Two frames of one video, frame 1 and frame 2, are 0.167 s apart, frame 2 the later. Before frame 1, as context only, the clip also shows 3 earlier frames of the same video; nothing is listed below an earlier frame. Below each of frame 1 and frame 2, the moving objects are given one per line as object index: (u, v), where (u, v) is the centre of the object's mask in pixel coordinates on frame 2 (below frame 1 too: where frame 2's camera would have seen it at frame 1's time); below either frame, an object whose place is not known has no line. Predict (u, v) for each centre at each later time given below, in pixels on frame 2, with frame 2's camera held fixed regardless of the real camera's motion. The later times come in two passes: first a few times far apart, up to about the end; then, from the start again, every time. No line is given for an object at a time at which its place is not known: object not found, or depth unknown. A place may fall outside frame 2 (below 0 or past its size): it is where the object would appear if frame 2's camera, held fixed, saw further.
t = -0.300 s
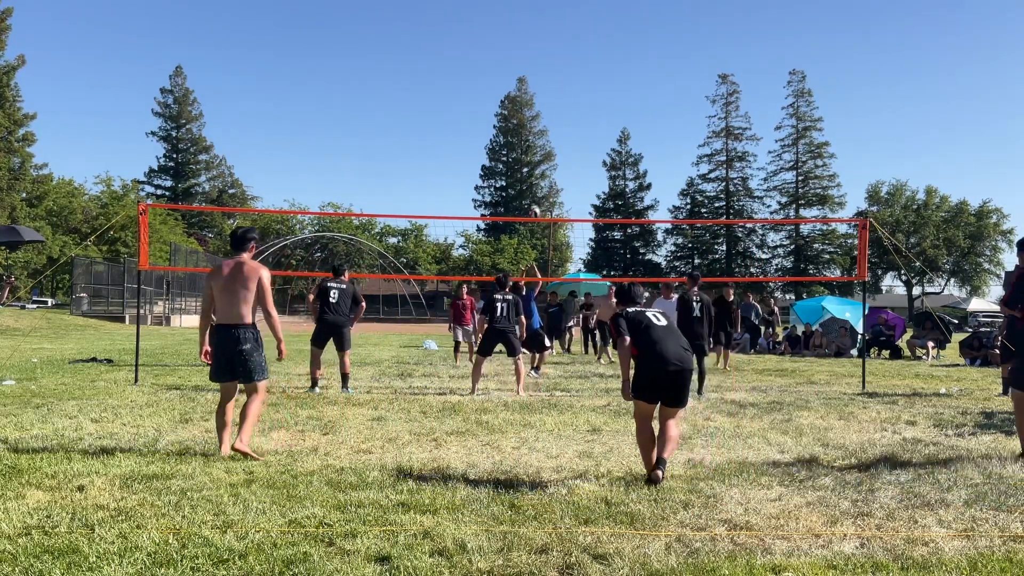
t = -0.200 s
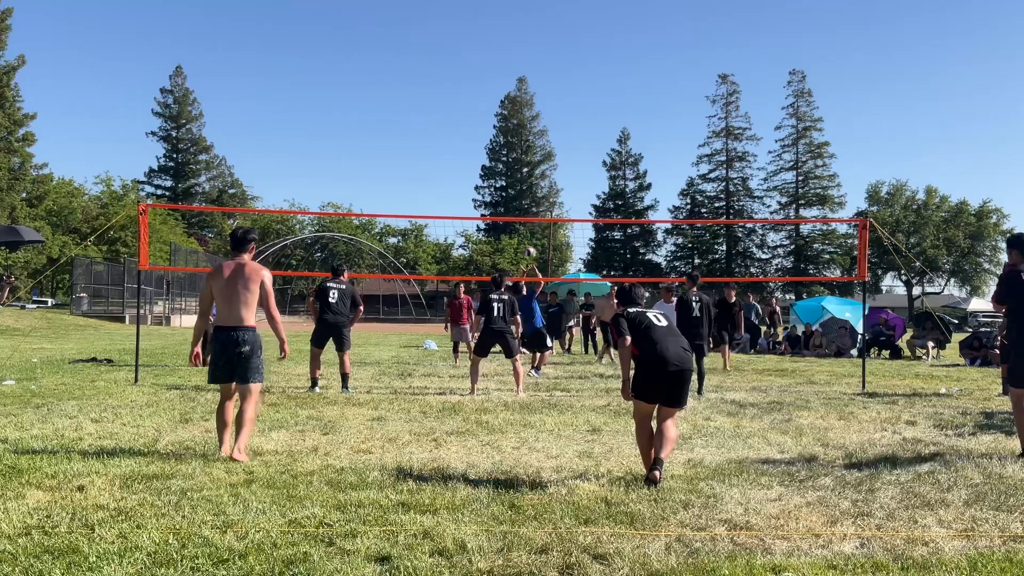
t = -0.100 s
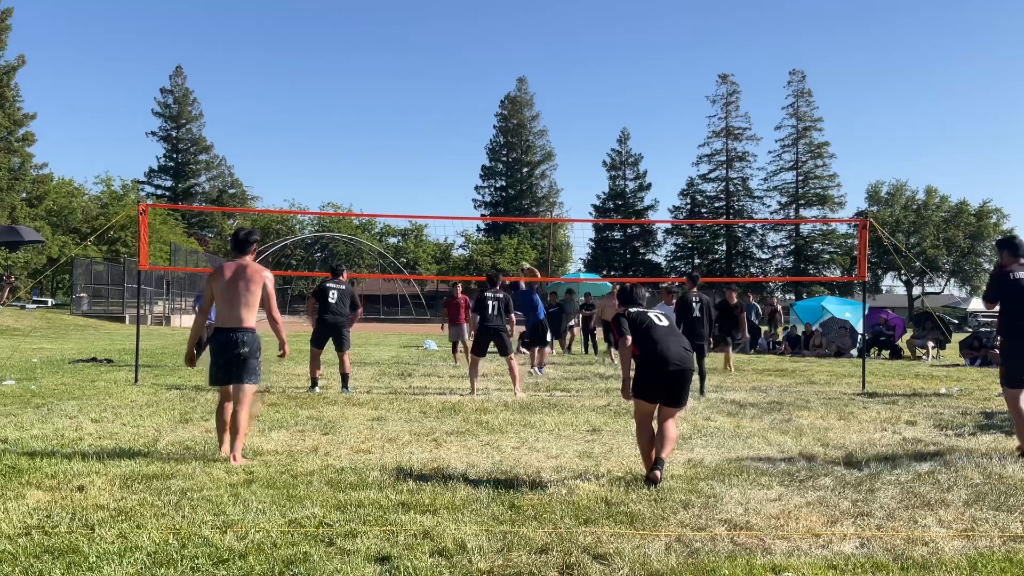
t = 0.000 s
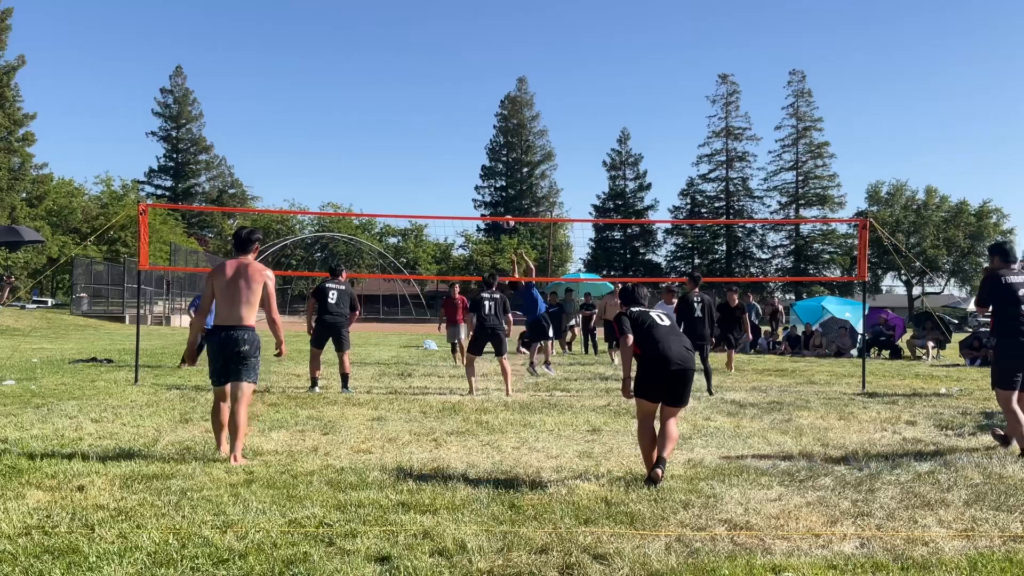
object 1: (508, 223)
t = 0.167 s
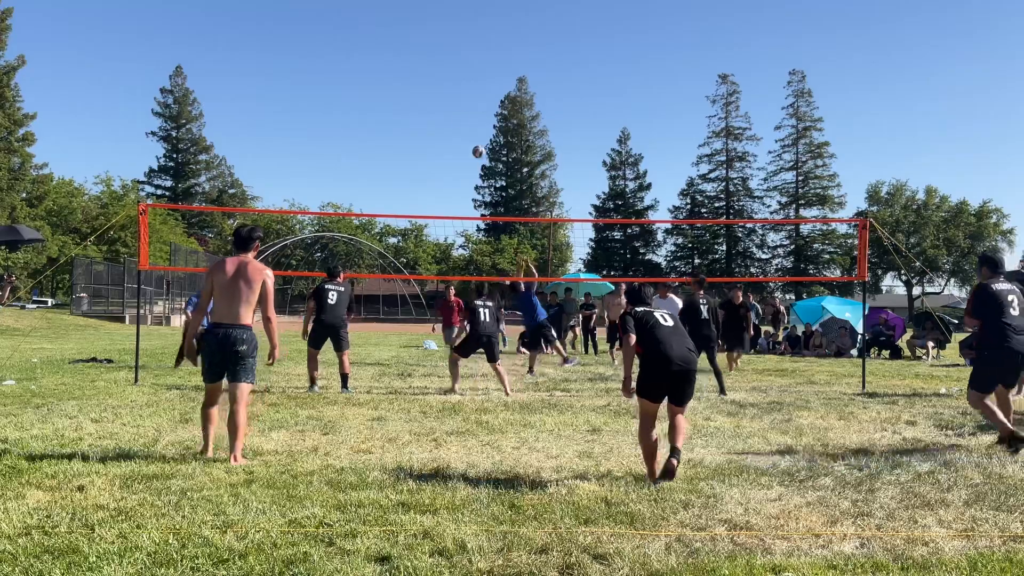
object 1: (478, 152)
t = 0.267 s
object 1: (460, 118)
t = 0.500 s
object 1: (418, 63)
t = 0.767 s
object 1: (368, 41)
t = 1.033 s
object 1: (317, 63)
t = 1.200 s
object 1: (286, 100)
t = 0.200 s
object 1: (472, 140)
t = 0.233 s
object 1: (466, 129)
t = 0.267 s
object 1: (460, 118)
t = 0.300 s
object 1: (454, 109)
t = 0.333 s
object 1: (448, 99)
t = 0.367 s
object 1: (442, 91)
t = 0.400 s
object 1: (436, 83)
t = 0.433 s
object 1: (430, 76)
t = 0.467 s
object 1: (424, 69)
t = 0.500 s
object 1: (418, 63)
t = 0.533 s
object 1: (411, 58)
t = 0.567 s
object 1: (405, 53)
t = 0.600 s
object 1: (399, 50)
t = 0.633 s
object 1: (393, 46)
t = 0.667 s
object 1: (387, 44)
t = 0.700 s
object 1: (380, 42)
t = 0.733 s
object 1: (374, 41)
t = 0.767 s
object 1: (368, 41)
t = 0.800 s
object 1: (362, 41)
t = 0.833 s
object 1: (356, 42)
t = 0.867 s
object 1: (349, 44)
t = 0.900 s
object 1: (343, 46)
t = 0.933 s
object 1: (337, 49)
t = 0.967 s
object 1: (330, 53)
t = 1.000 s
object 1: (324, 58)
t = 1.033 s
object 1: (317, 63)
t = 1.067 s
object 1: (311, 69)
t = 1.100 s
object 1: (305, 75)
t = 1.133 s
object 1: (298, 83)
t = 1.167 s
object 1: (292, 91)
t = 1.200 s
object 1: (286, 100)
